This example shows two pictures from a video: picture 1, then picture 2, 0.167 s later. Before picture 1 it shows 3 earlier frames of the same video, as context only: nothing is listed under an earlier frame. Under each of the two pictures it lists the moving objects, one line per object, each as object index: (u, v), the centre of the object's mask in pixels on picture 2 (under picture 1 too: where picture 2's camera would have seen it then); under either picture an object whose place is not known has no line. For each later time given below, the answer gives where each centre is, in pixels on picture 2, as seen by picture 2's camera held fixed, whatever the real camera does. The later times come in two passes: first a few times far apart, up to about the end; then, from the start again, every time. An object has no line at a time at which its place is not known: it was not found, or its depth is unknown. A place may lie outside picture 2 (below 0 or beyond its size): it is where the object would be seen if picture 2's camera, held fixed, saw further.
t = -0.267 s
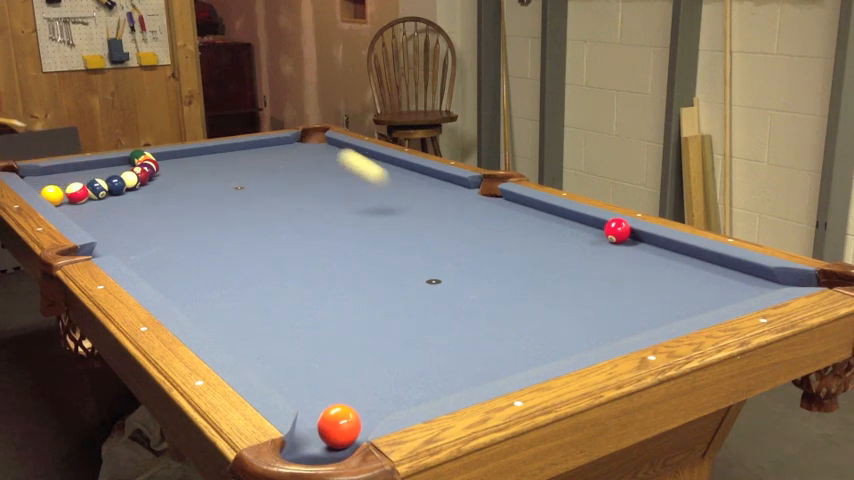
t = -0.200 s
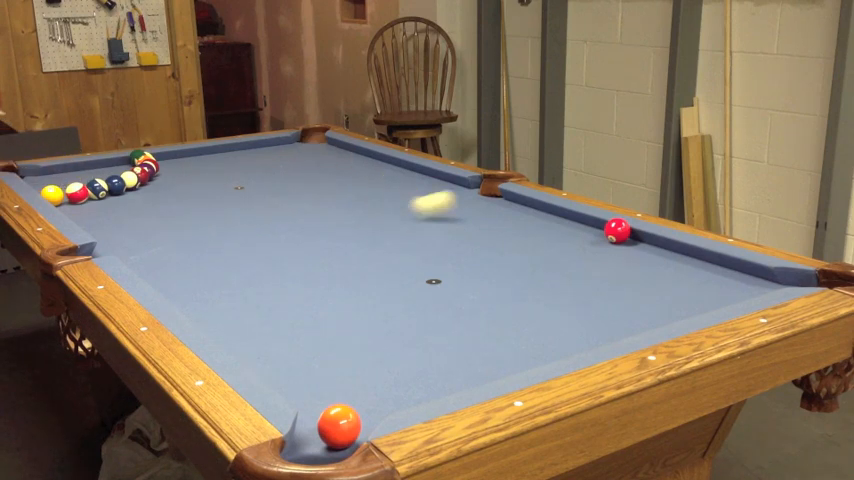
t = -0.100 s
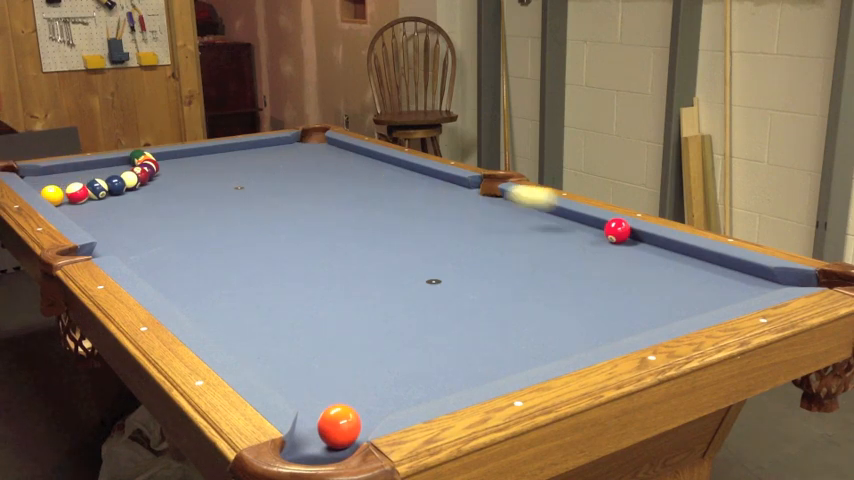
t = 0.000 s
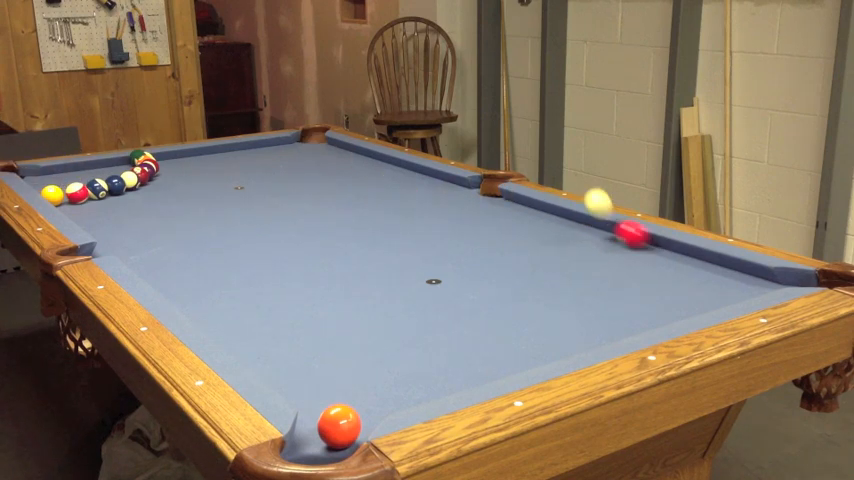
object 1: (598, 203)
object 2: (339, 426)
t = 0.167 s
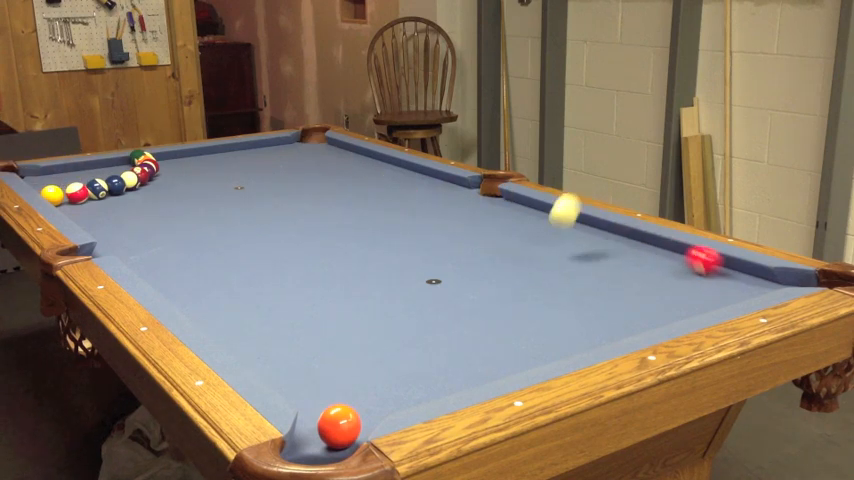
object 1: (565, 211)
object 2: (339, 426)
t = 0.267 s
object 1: (545, 245)
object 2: (339, 426)
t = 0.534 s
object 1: (516, 279)
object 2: (339, 426)
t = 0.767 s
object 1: (491, 305)
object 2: (339, 426)
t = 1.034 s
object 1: (459, 338)
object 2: (339, 426)
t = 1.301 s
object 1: (422, 374)
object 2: (339, 426)
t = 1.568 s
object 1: (373, 407)
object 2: (339, 426)
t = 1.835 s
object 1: (343, 405)
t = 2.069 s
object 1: (320, 399)
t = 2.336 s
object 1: (301, 392)
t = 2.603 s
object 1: (296, 386)
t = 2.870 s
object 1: (295, 383)
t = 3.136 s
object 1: (297, 380)
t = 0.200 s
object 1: (558, 227)
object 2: (339, 426)
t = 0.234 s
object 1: (550, 245)
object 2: (339, 426)
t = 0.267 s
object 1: (545, 245)
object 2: (339, 426)
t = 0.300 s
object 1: (541, 245)
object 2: (339, 426)
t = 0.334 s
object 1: (537, 251)
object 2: (339, 426)
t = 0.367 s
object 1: (532, 261)
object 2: (339, 426)
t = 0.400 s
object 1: (529, 264)
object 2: (339, 426)
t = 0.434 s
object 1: (526, 268)
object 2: (339, 426)
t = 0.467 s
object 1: (523, 272)
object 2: (339, 426)
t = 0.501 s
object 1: (520, 276)
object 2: (339, 426)
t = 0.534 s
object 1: (516, 279)
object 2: (339, 426)
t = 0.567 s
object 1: (513, 283)
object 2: (339, 426)
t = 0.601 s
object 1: (509, 287)
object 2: (339, 426)
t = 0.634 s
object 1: (506, 290)
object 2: (339, 426)
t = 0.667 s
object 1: (502, 294)
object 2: (339, 426)
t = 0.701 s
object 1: (499, 297)
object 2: (339, 426)
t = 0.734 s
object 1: (495, 301)
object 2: (339, 426)
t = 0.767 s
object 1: (491, 305)
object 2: (339, 426)
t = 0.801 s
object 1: (487, 309)
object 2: (339, 426)
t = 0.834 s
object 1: (484, 313)
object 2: (339, 426)
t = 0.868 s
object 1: (480, 317)
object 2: (339, 426)
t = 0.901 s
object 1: (476, 321)
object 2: (339, 426)
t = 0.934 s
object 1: (472, 325)
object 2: (339, 426)
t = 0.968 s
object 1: (467, 329)
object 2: (339, 426)
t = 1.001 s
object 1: (463, 334)
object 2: (339, 426)
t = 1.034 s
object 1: (459, 338)
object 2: (339, 426)
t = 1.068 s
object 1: (454, 342)
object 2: (339, 426)
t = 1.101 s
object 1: (450, 347)
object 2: (339, 426)
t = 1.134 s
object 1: (445, 351)
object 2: (339, 426)
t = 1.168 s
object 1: (441, 356)
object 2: (339, 426)
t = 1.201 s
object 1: (436, 360)
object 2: (339, 426)
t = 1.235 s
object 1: (431, 365)
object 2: (339, 426)
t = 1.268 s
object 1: (426, 370)
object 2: (339, 426)
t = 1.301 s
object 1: (422, 374)
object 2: (339, 426)
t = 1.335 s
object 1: (416, 379)
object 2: (339, 426)
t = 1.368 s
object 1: (411, 384)
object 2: (339, 426)
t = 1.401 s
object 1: (406, 388)
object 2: (339, 426)
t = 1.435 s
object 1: (400, 392)
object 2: (339, 426)
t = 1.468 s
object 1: (394, 396)
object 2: (339, 426)
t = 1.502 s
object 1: (388, 401)
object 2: (339, 426)
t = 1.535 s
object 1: (381, 405)
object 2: (339, 426)
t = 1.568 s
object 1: (373, 407)
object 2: (339, 426)
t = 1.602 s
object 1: (369, 408)
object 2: (335, 428)
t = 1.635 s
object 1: (366, 408)
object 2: (330, 430)
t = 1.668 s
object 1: (362, 408)
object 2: (326, 432)
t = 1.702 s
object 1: (358, 408)
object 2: (322, 436)
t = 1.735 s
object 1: (354, 407)
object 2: (317, 441)
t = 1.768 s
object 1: (350, 406)
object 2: (314, 447)
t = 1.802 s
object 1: (347, 405)
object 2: (311, 455)
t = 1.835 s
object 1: (343, 405)
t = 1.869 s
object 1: (339, 404)
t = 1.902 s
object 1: (336, 403)
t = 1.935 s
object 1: (333, 402)
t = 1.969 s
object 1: (329, 402)
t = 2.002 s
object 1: (326, 401)
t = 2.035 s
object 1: (323, 400)
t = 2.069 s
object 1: (320, 399)
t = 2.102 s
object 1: (317, 399)
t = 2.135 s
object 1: (314, 398)
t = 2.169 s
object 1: (312, 397)
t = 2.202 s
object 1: (309, 396)
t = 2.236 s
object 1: (307, 395)
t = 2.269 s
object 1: (305, 394)
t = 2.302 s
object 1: (303, 393)
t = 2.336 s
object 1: (301, 392)
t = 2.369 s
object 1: (299, 391)
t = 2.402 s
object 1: (298, 390)
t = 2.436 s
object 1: (297, 389)
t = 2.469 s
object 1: (297, 389)
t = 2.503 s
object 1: (297, 388)
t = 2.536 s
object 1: (296, 387)
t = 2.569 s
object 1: (296, 387)
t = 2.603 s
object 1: (296, 386)
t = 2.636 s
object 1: (296, 386)
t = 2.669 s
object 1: (295, 385)
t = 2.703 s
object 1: (295, 385)
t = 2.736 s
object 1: (295, 384)
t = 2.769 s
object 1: (295, 384)
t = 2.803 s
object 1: (295, 384)
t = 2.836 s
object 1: (295, 383)
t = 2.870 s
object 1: (295, 383)
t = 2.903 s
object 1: (295, 383)
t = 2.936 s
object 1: (295, 382)
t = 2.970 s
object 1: (295, 382)
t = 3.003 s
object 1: (296, 382)
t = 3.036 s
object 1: (296, 381)
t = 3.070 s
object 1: (296, 381)
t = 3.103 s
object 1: (297, 380)
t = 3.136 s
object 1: (297, 380)
